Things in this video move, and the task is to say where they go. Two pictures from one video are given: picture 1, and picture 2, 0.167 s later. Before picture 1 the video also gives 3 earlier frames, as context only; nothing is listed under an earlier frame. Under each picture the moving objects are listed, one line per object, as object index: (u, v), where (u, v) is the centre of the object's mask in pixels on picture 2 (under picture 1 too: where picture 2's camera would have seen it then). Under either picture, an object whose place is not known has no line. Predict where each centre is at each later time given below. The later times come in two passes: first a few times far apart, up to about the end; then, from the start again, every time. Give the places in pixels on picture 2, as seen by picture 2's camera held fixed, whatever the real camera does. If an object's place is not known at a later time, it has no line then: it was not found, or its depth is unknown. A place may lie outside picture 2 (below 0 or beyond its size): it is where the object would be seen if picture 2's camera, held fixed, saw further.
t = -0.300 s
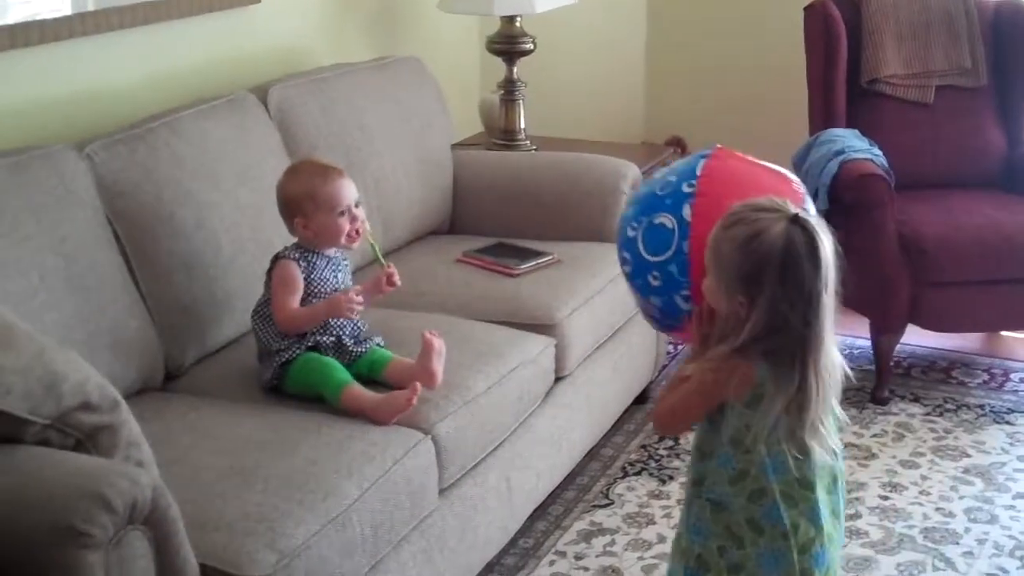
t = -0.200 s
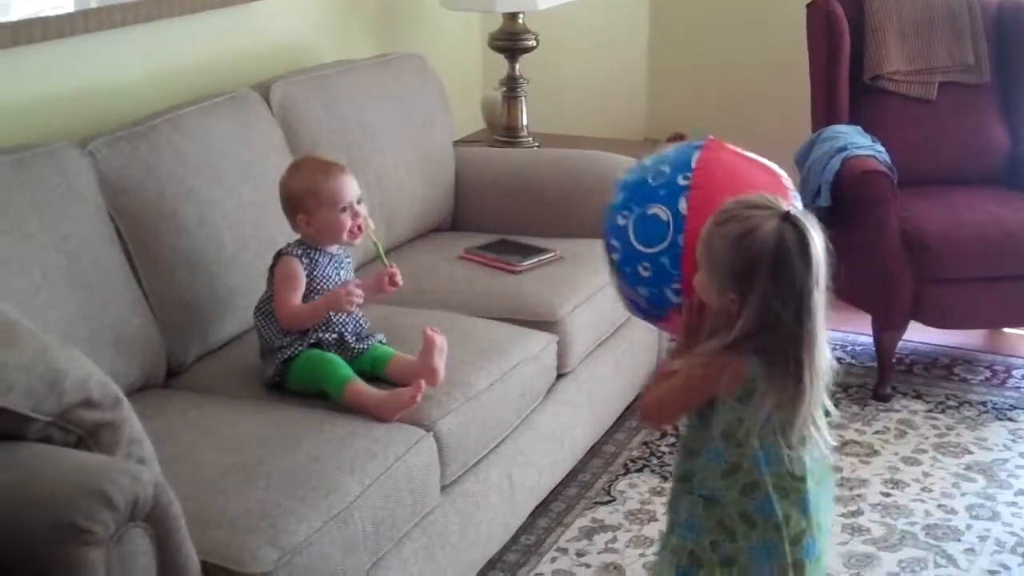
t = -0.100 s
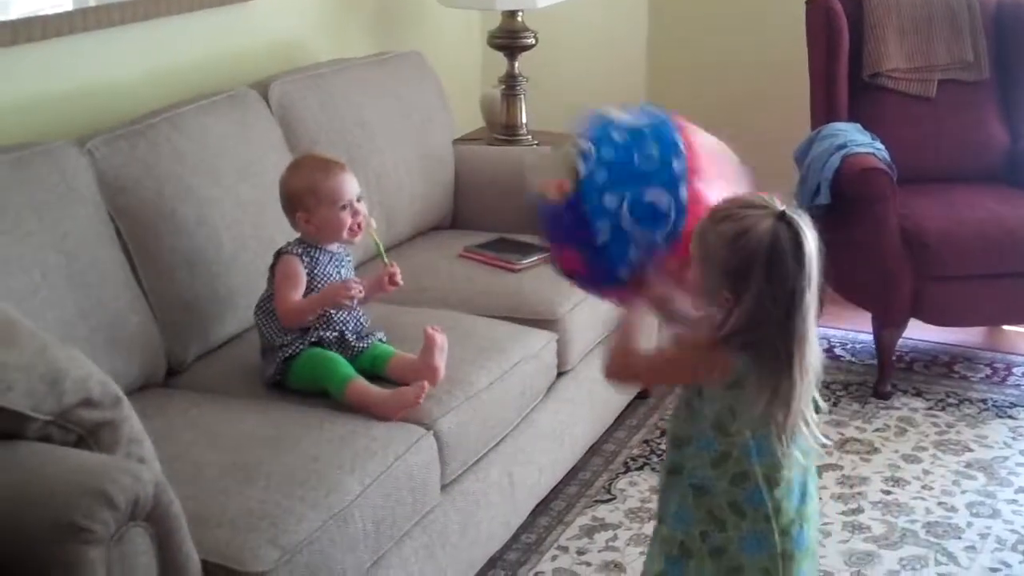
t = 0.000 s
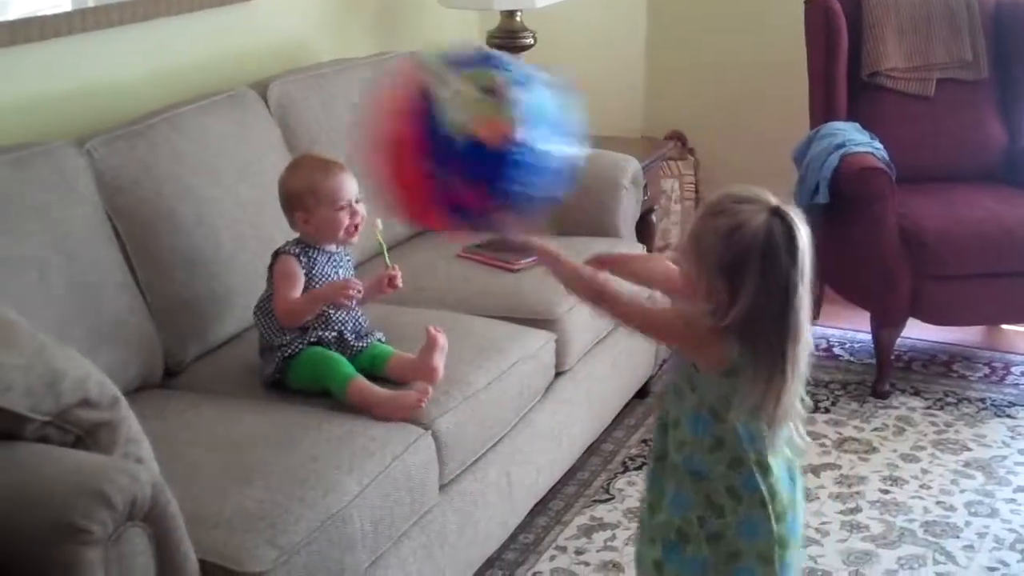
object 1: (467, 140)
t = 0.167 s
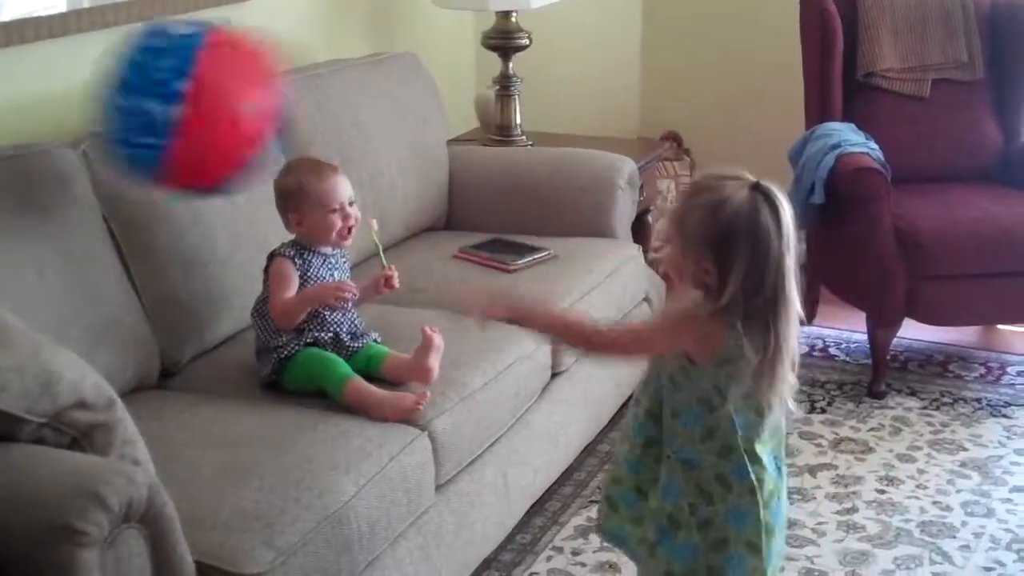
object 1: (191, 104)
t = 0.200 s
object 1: (152, 109)
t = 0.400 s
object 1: (118, 76)
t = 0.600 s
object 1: (162, 112)
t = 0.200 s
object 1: (152, 109)
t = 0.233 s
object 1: (104, 124)
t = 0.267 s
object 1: (92, 116)
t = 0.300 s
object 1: (97, 101)
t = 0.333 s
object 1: (104, 87)
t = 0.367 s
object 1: (110, 81)
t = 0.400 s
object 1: (118, 76)
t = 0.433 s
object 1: (125, 75)
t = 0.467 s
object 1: (132, 77)
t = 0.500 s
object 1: (139, 83)
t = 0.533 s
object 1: (147, 94)
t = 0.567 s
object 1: (154, 106)
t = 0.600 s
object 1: (162, 112)
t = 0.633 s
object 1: (171, 116)
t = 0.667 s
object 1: (180, 120)
